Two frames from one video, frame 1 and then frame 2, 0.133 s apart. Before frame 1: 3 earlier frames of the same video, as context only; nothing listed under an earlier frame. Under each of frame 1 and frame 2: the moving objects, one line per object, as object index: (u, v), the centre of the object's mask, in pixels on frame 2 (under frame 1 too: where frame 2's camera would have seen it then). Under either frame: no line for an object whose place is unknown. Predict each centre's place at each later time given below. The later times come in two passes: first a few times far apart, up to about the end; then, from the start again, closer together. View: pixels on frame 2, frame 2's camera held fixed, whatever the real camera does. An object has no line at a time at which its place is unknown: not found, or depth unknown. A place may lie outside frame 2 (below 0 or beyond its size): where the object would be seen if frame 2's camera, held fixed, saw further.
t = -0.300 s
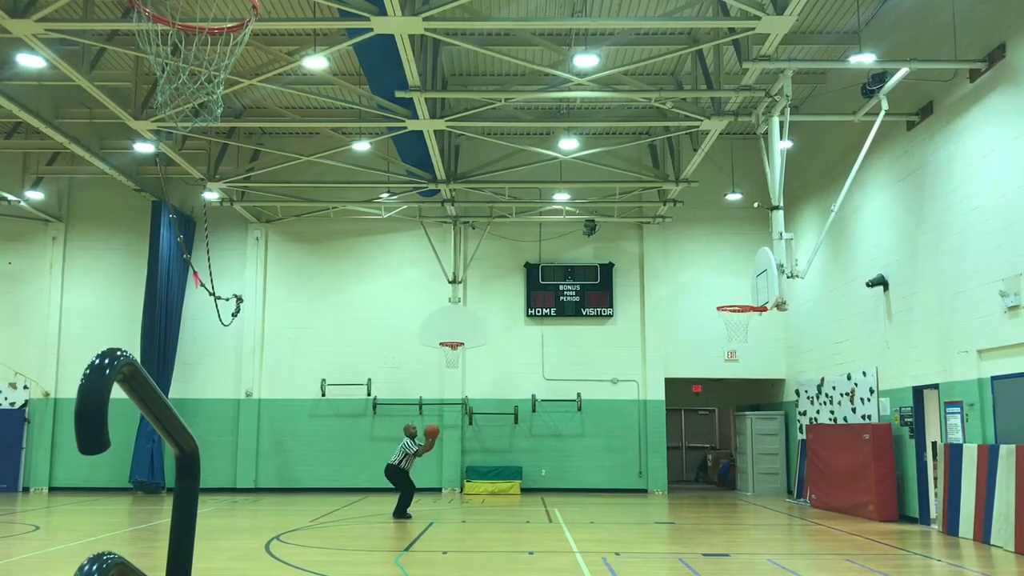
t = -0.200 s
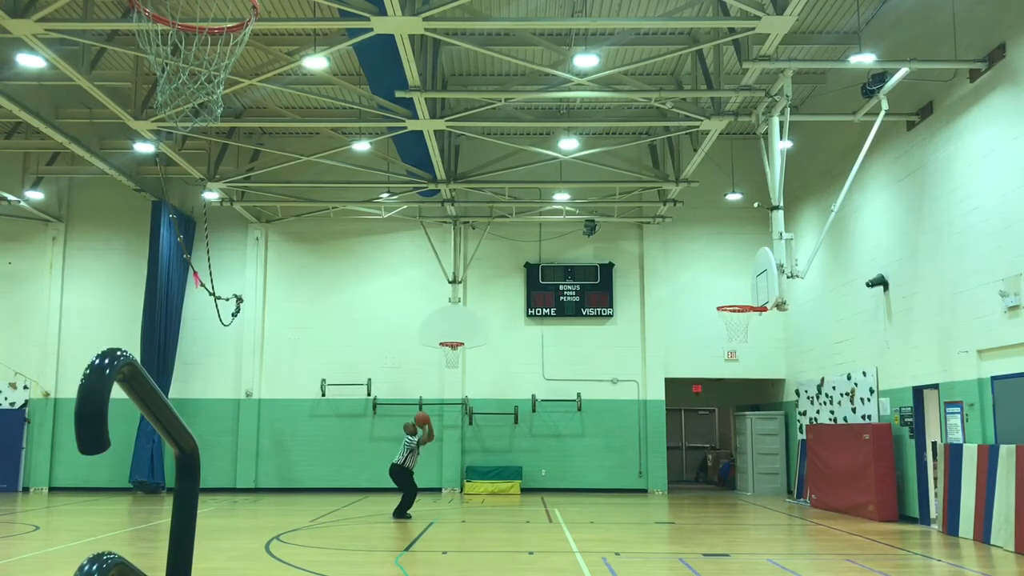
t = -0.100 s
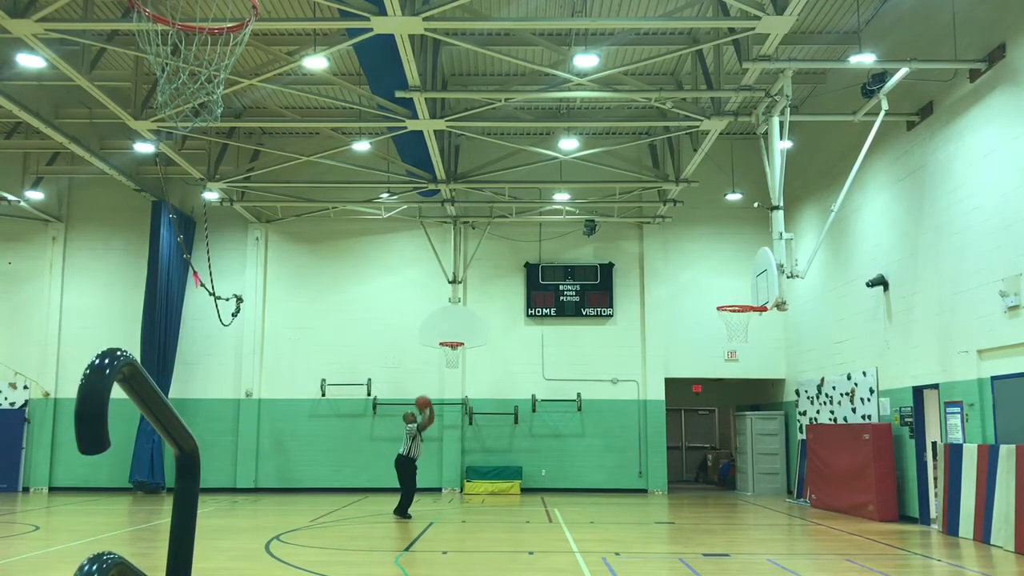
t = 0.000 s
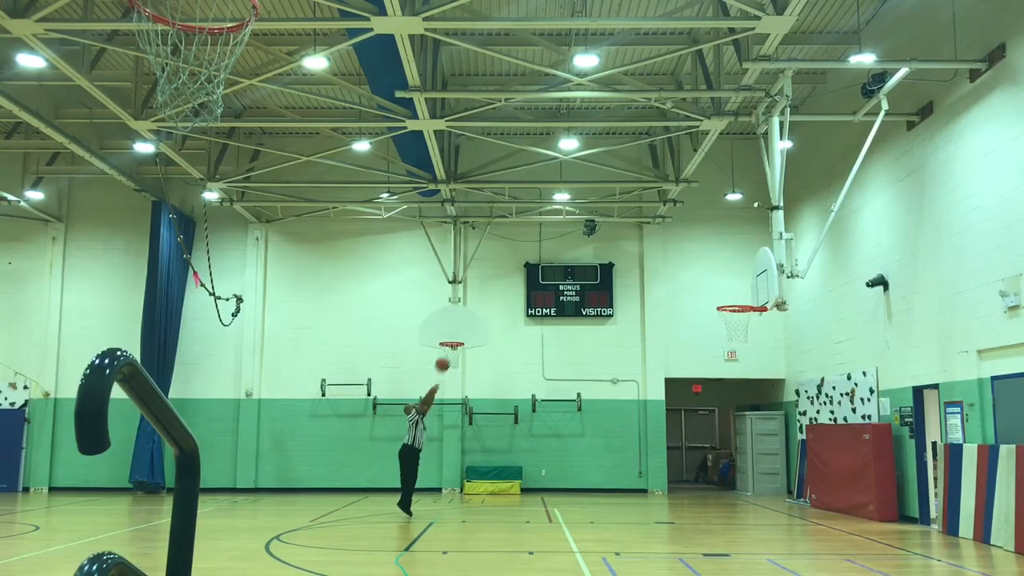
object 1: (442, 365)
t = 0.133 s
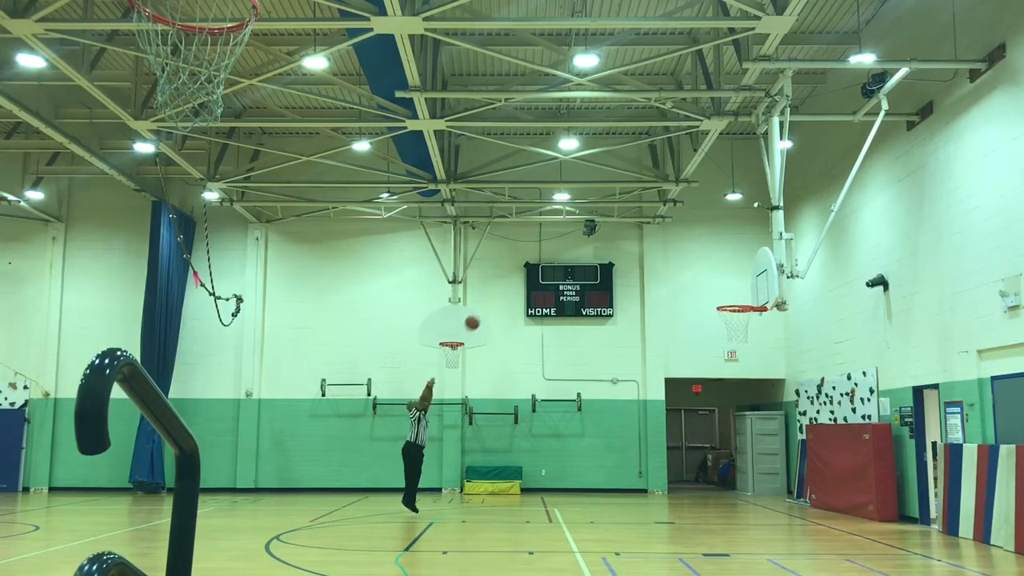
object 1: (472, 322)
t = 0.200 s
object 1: (489, 302)
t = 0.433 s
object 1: (550, 252)
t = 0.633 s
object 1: (605, 236)
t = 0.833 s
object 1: (662, 244)
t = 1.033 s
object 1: (724, 280)
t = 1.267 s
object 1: (719, 261)
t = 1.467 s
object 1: (682, 235)
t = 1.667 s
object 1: (644, 235)
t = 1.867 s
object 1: (608, 265)
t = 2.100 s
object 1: (563, 341)
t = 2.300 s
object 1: (524, 444)
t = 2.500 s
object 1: (489, 510)
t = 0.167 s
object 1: (480, 312)
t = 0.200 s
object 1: (489, 302)
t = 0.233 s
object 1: (497, 293)
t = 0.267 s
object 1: (506, 285)
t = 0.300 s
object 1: (515, 277)
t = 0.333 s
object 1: (523, 270)
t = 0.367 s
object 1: (531, 263)
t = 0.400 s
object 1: (541, 257)
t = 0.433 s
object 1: (550, 252)
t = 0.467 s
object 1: (559, 248)
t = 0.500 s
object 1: (568, 244)
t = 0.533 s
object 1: (577, 241)
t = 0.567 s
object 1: (586, 238)
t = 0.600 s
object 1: (595, 237)
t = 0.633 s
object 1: (605, 236)
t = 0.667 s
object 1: (614, 235)
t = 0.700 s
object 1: (623, 235)
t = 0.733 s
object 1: (633, 237)
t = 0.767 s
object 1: (643, 238)
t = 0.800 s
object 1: (653, 240)
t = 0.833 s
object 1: (662, 244)
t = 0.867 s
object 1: (672, 248)
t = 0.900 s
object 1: (682, 252)
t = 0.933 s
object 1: (692, 258)
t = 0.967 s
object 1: (703, 264)
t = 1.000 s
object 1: (713, 272)
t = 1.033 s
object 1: (724, 280)
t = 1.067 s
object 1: (735, 289)
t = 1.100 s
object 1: (746, 298)
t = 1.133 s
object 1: (745, 295)
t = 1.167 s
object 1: (738, 285)
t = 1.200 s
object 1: (732, 277)
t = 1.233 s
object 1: (725, 269)
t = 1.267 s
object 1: (719, 261)
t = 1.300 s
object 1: (713, 255)
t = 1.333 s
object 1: (707, 250)
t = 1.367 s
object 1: (700, 245)
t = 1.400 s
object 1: (694, 240)
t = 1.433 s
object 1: (688, 238)
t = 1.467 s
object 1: (682, 235)
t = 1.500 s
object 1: (675, 234)
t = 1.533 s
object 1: (669, 233)
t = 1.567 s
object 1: (663, 232)
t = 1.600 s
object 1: (656, 232)
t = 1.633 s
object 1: (651, 233)
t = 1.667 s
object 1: (644, 235)
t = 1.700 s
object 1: (638, 238)
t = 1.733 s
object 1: (632, 242)
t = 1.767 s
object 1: (626, 246)
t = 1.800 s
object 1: (619, 252)
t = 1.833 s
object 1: (613, 258)
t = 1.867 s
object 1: (608, 265)
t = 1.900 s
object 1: (601, 273)
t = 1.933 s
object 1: (595, 281)
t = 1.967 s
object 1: (589, 290)
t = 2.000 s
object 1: (583, 301)
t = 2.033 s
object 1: (575, 315)
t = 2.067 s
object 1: (570, 328)
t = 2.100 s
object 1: (563, 341)
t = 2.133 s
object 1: (557, 355)
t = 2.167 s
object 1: (550, 371)
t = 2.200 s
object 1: (544, 387)
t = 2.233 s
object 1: (537, 405)
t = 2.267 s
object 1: (531, 424)
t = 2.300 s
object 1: (524, 444)
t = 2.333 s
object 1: (517, 464)
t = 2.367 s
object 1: (511, 485)
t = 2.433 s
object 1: (497, 535)
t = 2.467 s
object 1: (493, 528)
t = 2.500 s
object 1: (489, 510)
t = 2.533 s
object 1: (486, 495)
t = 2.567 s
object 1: (482, 478)
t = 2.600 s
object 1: (479, 464)
